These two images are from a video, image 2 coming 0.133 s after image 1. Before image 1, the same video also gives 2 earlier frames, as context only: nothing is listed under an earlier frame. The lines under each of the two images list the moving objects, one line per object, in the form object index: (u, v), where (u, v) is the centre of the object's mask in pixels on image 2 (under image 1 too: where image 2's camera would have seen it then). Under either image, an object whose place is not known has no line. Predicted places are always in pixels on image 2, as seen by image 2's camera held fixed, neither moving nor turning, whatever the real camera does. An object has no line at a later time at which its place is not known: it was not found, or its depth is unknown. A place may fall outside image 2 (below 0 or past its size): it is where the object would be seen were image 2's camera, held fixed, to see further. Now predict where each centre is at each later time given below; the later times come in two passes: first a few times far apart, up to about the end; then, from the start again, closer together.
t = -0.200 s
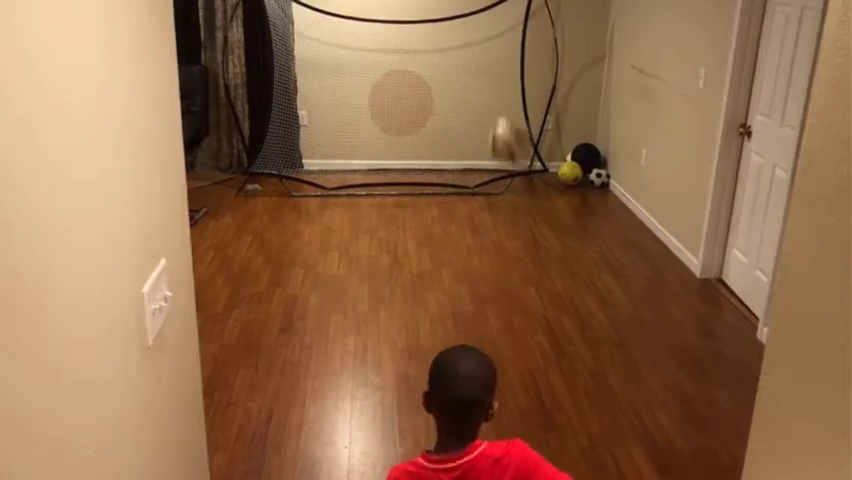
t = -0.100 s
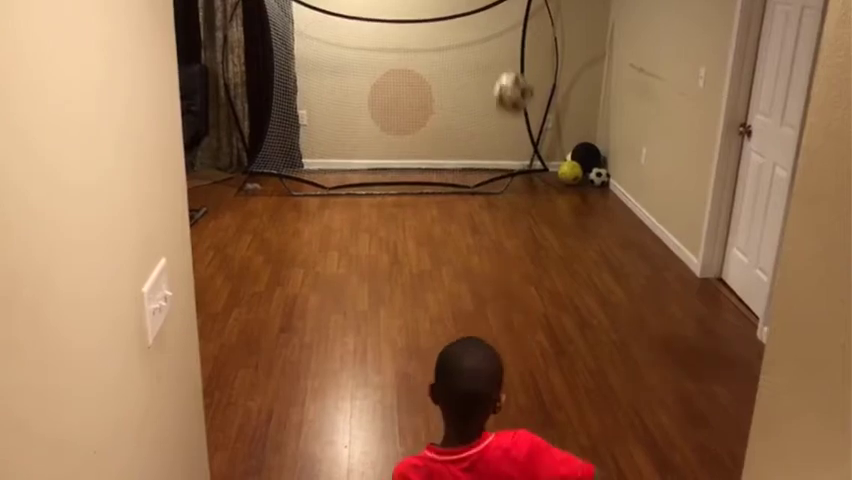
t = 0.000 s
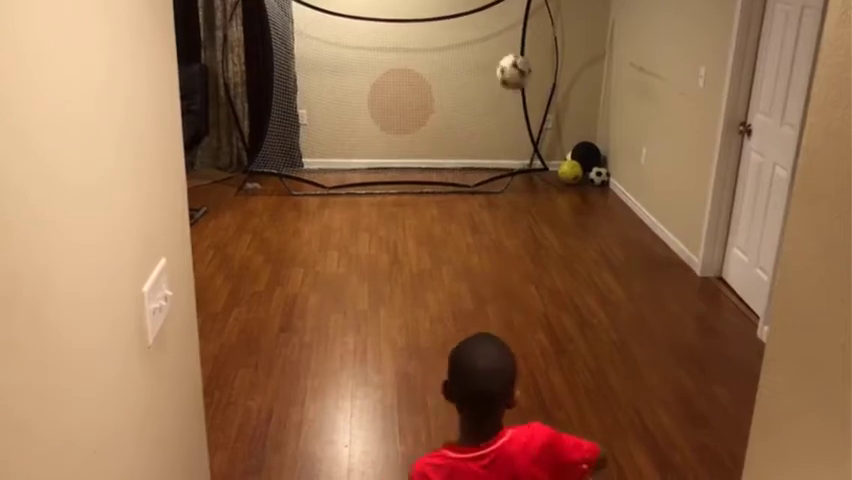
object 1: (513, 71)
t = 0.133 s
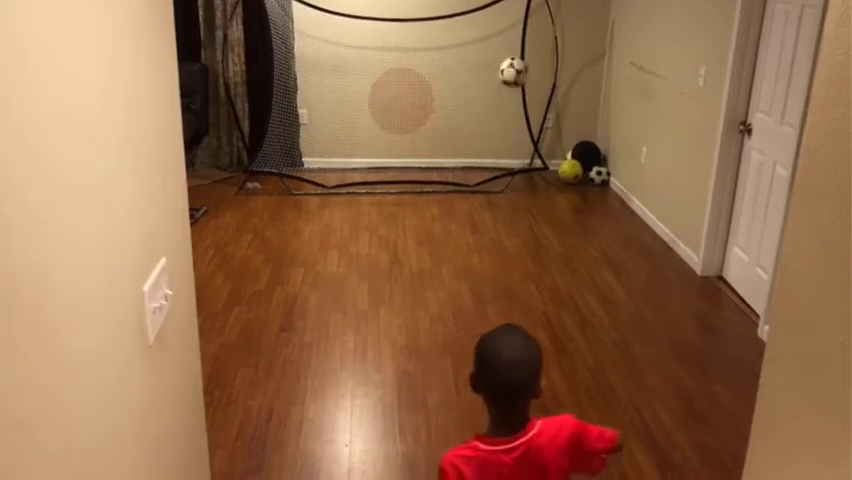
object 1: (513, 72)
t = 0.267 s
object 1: (511, 97)
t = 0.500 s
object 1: (490, 117)
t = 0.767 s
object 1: (439, 203)
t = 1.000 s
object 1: (391, 243)
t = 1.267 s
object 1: (324, 306)
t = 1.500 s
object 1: (236, 413)
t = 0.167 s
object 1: (512, 77)
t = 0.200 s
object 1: (512, 82)
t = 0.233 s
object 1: (512, 88)
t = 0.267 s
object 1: (511, 97)
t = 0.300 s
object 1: (510, 104)
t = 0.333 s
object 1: (508, 110)
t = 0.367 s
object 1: (507, 113)
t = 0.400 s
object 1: (503, 113)
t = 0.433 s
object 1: (499, 113)
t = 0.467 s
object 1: (494, 114)
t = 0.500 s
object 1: (490, 117)
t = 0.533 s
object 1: (485, 120)
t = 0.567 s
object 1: (480, 127)
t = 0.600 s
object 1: (474, 134)
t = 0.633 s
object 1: (468, 144)
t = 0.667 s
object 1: (461, 155)
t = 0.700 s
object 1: (453, 167)
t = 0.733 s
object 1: (446, 181)
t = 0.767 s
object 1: (439, 203)
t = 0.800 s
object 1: (431, 224)
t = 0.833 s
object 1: (424, 249)
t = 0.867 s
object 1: (415, 260)
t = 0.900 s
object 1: (410, 252)
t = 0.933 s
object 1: (404, 247)
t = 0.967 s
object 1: (397, 244)
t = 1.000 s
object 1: (391, 243)
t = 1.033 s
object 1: (385, 243)
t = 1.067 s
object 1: (377, 244)
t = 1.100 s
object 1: (369, 248)
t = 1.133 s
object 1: (361, 254)
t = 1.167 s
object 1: (353, 263)
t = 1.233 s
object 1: (334, 288)
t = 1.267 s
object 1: (324, 306)
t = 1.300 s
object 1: (312, 327)
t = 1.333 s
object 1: (303, 350)
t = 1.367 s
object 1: (289, 388)
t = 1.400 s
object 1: (278, 408)
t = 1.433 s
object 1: (265, 425)
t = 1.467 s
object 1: (251, 410)
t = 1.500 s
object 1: (236, 413)
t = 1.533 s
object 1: (225, 419)
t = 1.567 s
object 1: (218, 428)
